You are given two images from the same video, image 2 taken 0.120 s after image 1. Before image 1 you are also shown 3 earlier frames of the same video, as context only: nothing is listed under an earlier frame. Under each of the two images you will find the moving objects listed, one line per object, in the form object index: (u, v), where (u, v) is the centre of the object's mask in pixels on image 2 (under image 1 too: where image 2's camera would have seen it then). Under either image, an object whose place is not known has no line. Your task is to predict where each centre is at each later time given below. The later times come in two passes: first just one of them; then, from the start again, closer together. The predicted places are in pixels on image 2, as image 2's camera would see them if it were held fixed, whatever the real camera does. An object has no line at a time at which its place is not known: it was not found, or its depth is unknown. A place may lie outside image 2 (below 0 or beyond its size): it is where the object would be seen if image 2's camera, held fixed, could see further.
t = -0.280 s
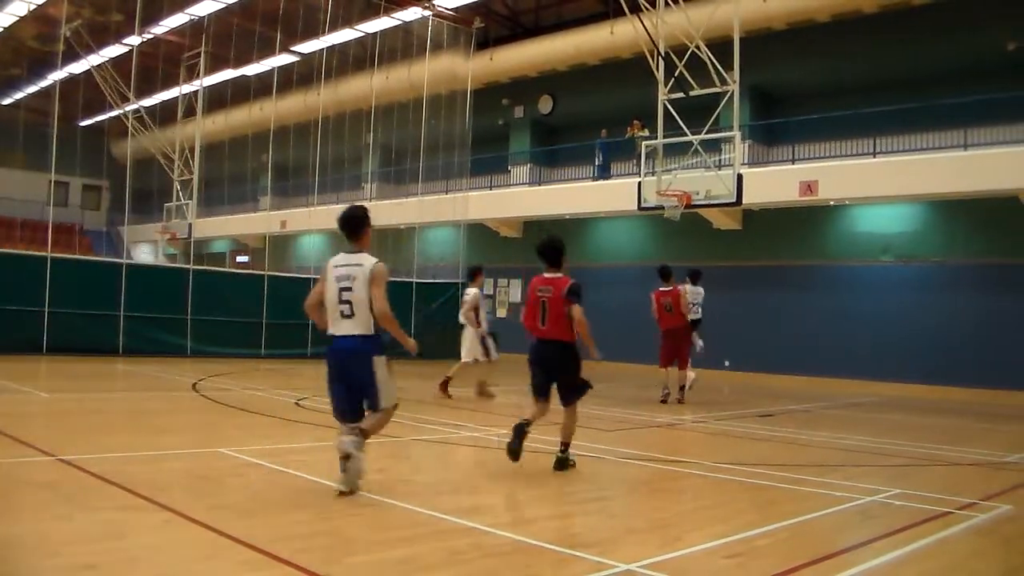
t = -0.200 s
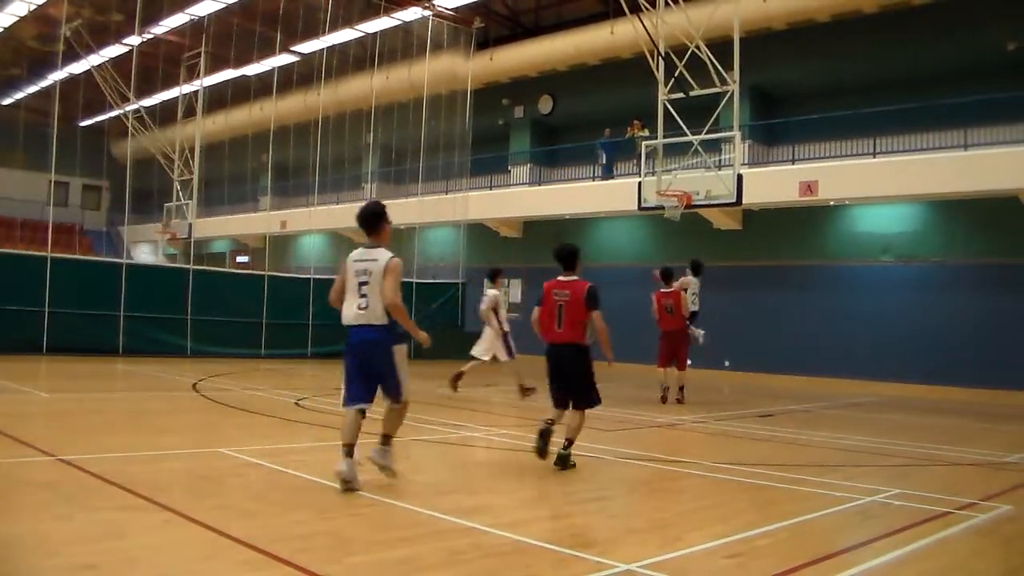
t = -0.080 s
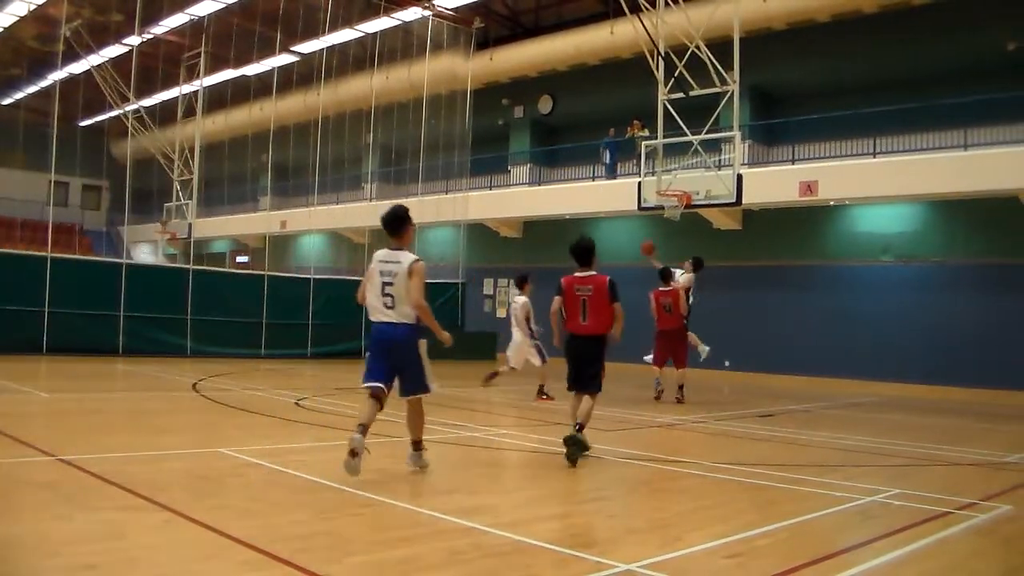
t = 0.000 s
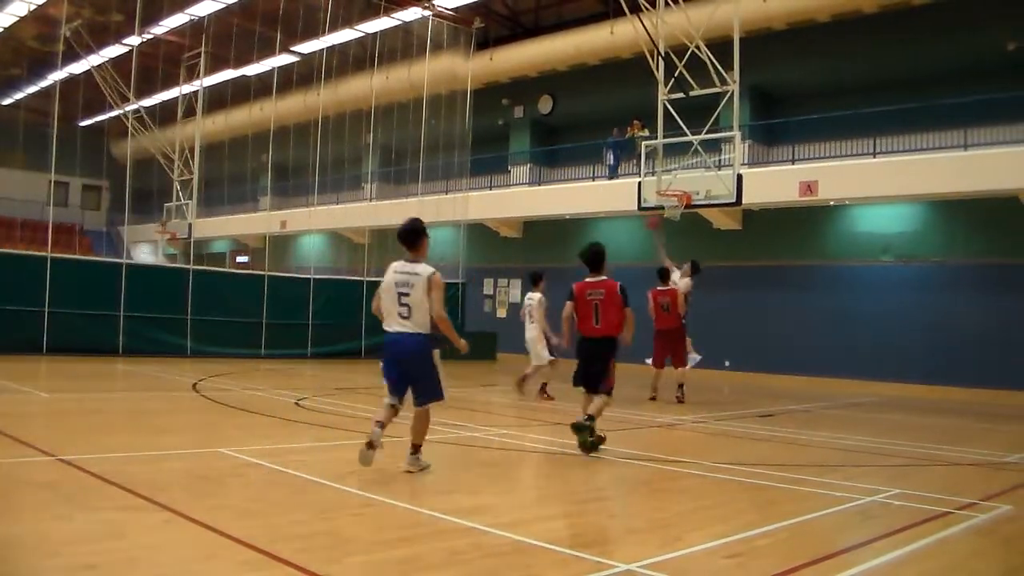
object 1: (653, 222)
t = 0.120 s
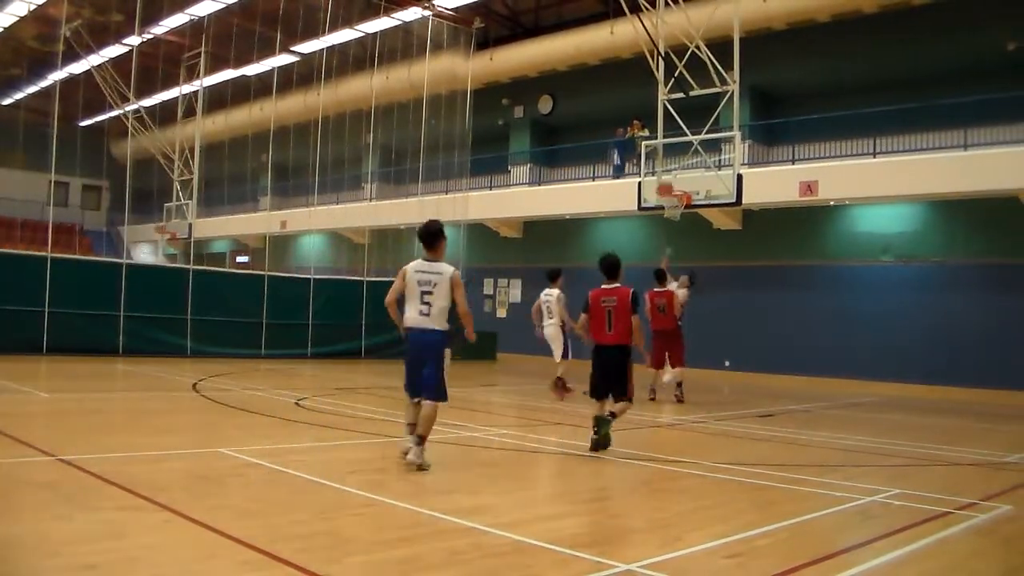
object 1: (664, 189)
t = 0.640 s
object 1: (674, 190)
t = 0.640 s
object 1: (674, 190)
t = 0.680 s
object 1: (675, 199)
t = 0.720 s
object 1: (673, 207)
